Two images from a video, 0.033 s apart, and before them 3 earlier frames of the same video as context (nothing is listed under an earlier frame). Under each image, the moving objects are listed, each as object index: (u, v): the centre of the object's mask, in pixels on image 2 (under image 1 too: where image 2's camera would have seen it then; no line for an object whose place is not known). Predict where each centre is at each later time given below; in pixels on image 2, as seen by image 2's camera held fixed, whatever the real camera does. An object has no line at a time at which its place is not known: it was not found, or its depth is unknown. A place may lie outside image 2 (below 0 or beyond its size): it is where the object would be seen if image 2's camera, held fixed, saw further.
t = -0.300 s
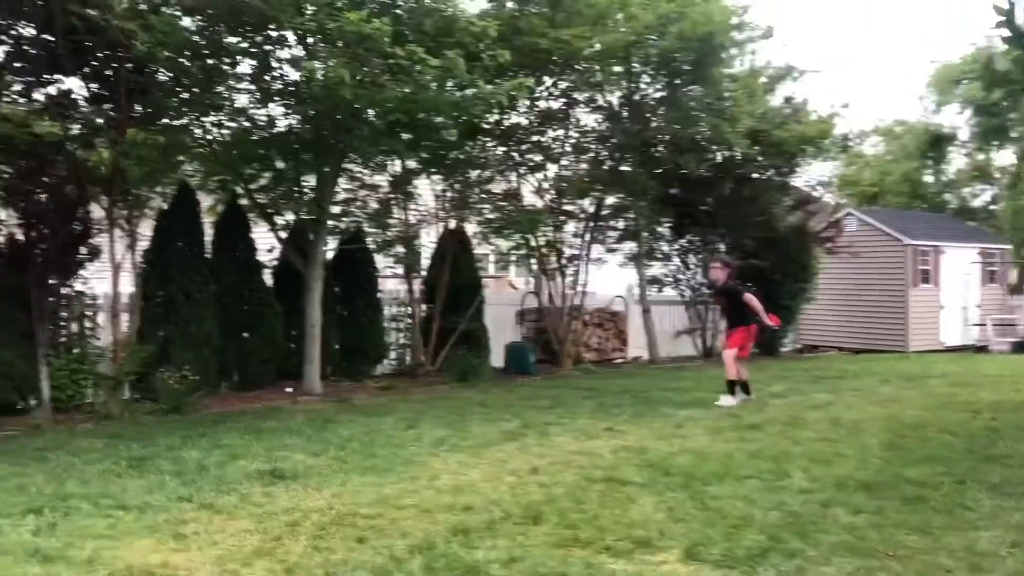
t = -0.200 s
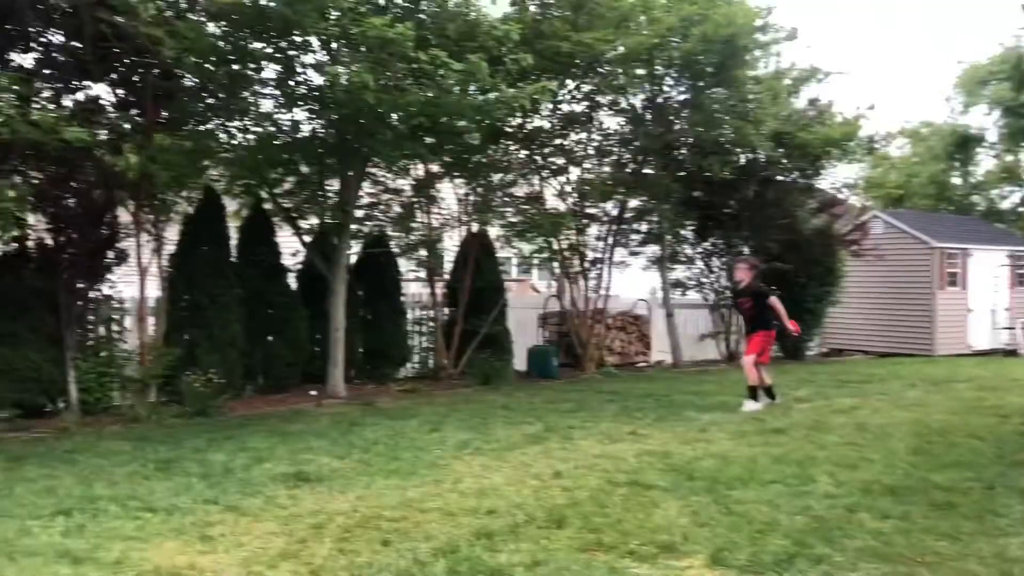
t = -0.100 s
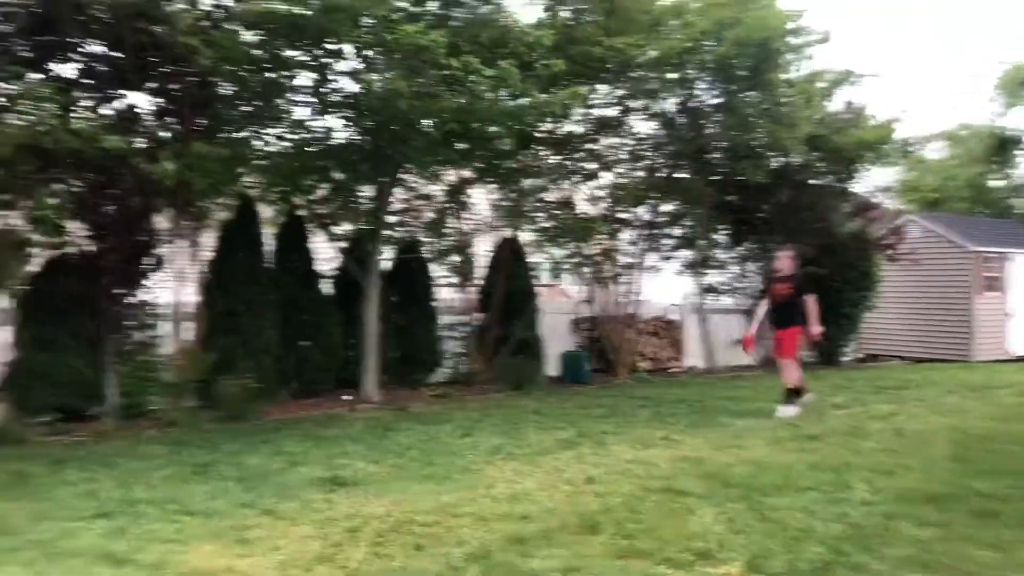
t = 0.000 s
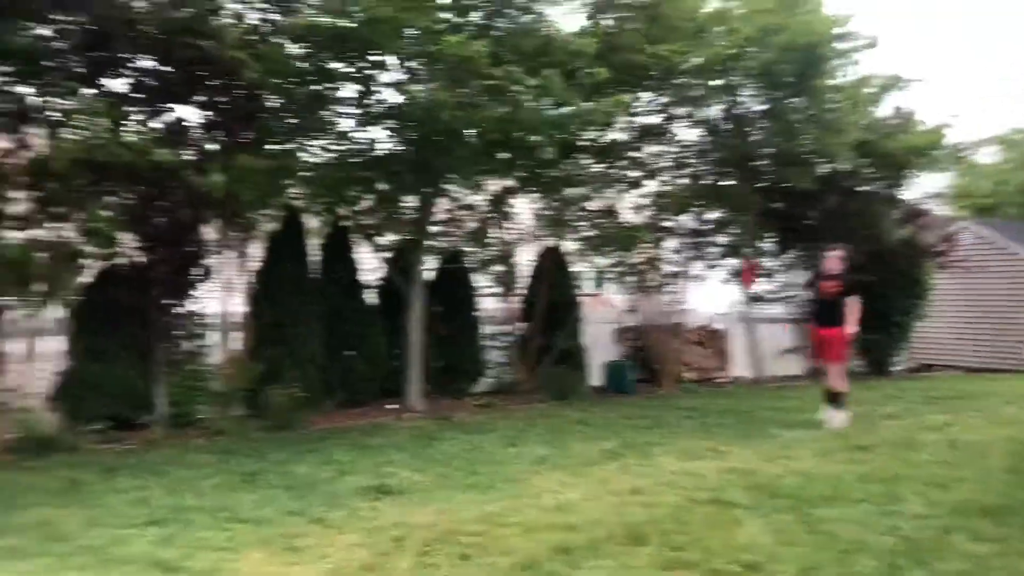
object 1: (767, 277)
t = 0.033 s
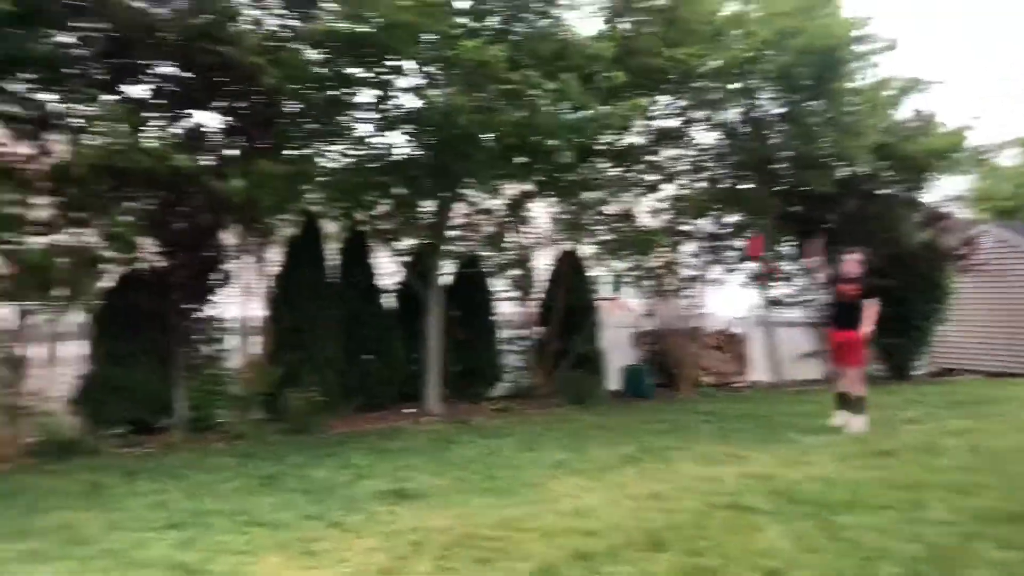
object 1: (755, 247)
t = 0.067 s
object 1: (740, 220)
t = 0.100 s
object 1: (725, 191)
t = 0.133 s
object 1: (708, 163)
